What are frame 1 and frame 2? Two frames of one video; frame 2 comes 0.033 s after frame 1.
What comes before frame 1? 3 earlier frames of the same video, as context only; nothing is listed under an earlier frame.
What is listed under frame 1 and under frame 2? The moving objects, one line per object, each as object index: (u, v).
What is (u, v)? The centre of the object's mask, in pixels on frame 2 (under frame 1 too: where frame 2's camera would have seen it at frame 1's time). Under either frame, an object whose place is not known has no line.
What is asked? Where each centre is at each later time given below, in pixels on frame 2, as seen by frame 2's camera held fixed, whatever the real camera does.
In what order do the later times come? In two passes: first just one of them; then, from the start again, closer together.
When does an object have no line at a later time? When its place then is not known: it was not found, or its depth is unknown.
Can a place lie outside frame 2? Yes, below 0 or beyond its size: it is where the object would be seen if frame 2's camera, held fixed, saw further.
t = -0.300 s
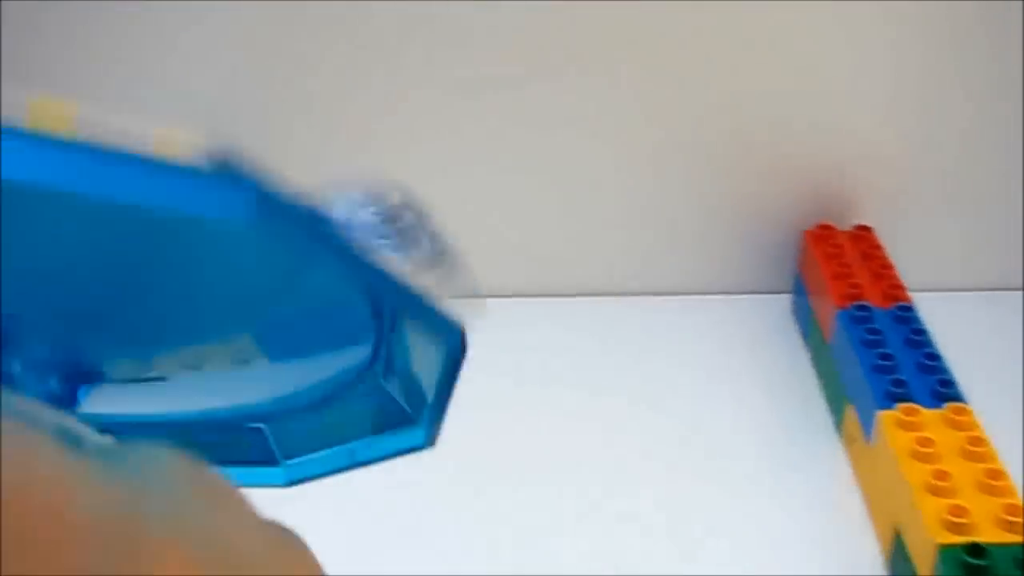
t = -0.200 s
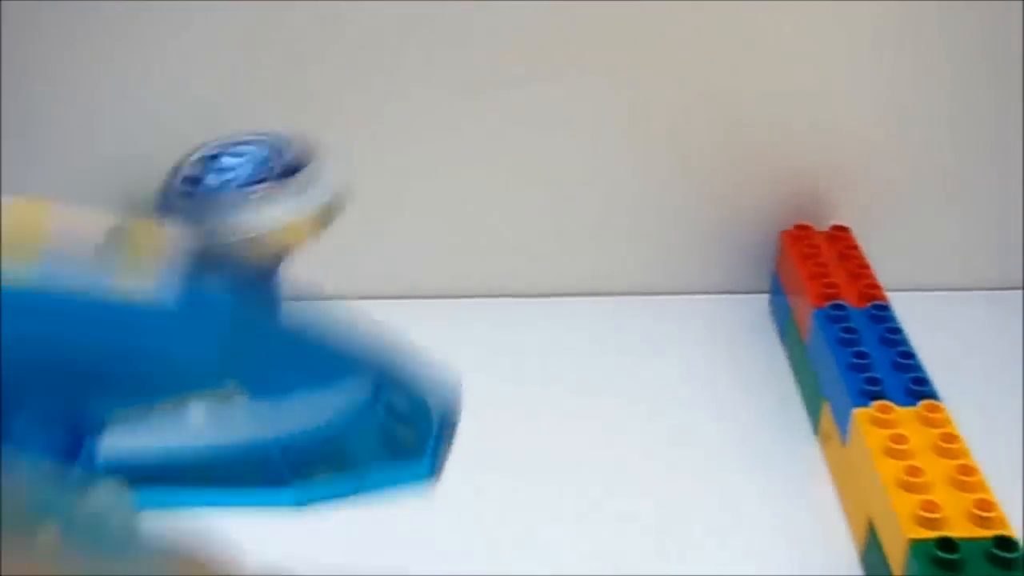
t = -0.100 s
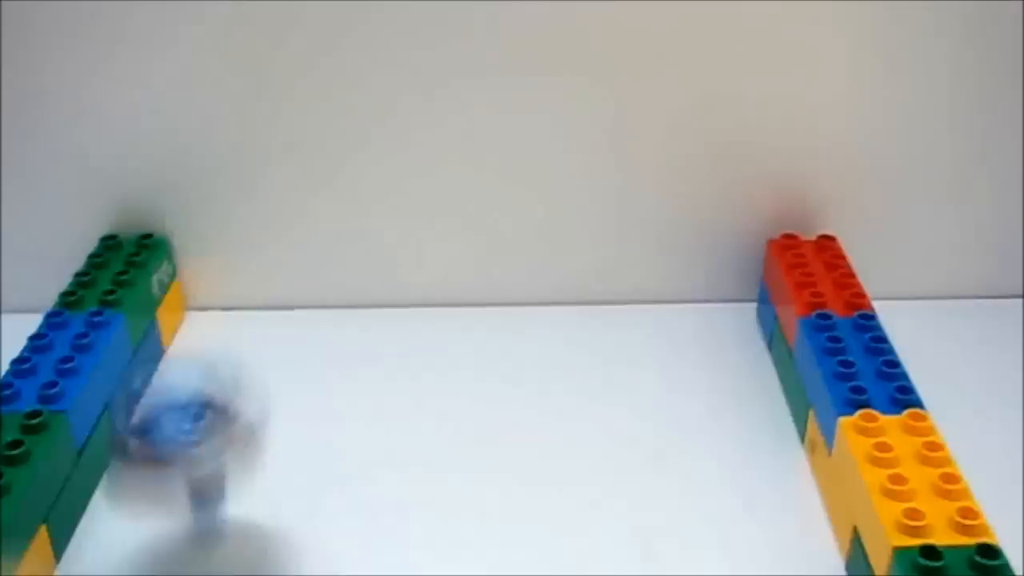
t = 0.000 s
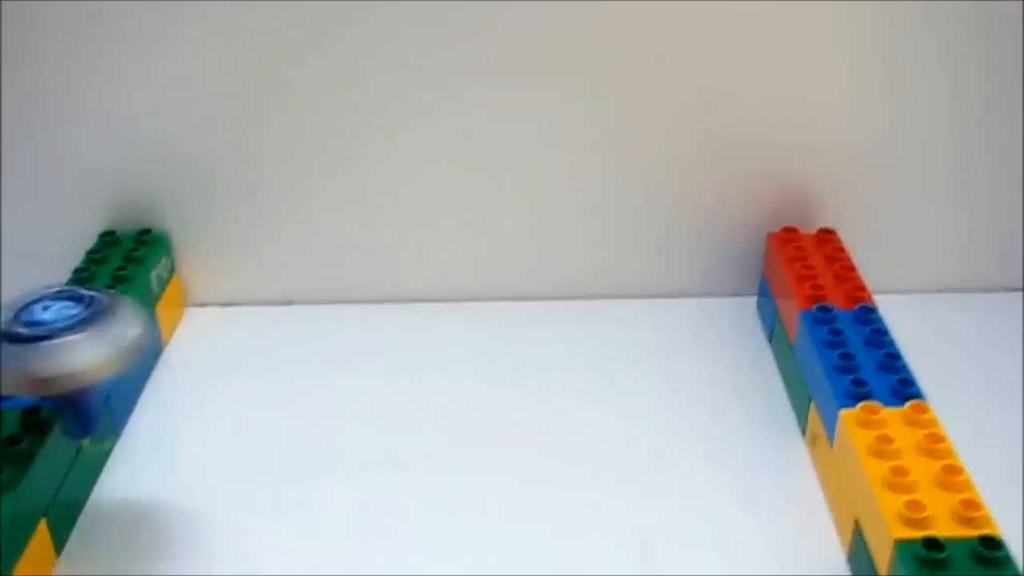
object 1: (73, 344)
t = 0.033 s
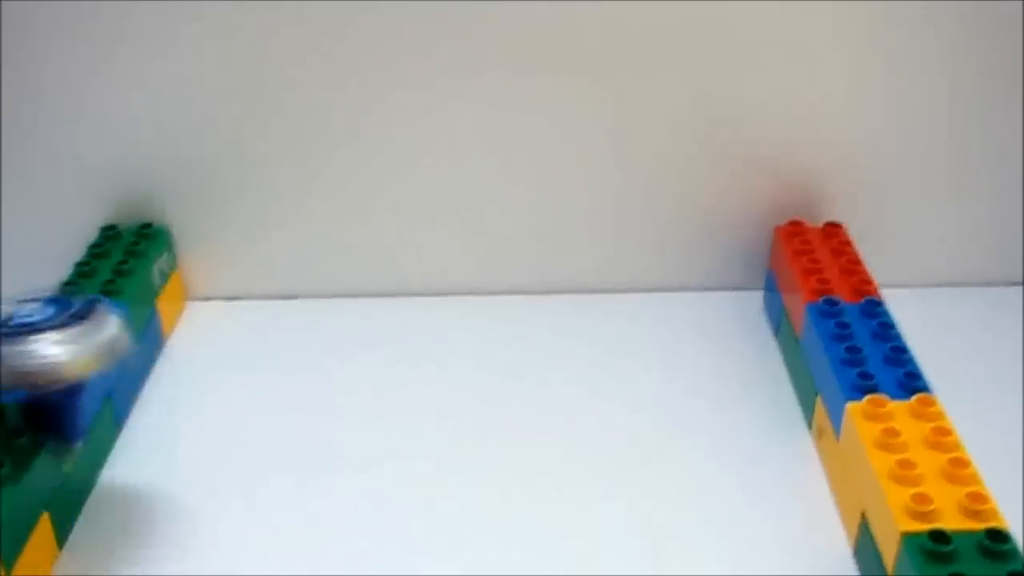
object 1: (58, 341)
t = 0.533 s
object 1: (528, 408)
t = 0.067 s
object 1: (94, 389)
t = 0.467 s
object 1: (493, 418)
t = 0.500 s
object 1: (511, 413)
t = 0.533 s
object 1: (528, 408)
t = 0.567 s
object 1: (546, 401)
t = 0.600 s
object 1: (564, 396)
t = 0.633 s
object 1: (581, 390)
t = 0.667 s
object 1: (598, 385)
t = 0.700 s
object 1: (616, 380)
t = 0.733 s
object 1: (633, 375)
